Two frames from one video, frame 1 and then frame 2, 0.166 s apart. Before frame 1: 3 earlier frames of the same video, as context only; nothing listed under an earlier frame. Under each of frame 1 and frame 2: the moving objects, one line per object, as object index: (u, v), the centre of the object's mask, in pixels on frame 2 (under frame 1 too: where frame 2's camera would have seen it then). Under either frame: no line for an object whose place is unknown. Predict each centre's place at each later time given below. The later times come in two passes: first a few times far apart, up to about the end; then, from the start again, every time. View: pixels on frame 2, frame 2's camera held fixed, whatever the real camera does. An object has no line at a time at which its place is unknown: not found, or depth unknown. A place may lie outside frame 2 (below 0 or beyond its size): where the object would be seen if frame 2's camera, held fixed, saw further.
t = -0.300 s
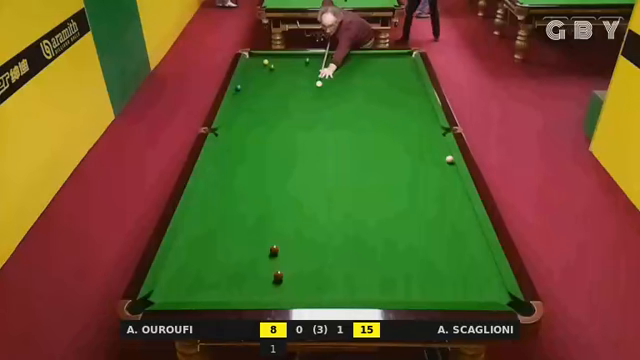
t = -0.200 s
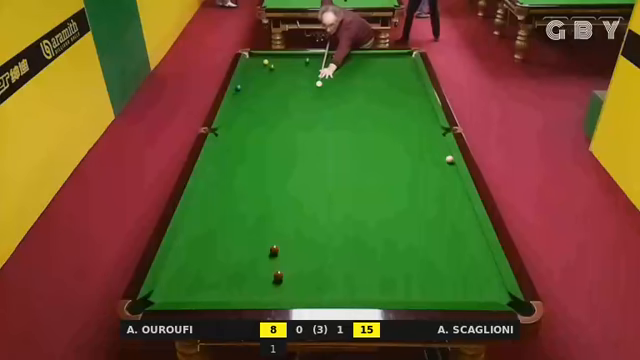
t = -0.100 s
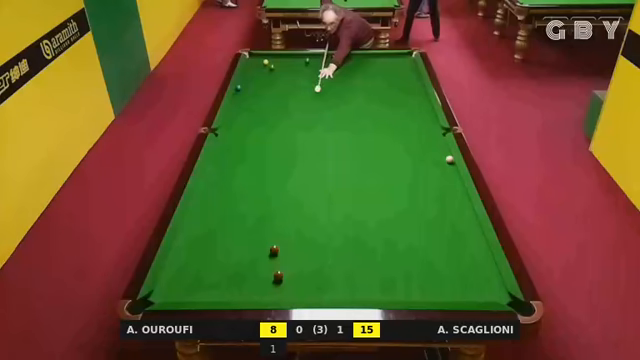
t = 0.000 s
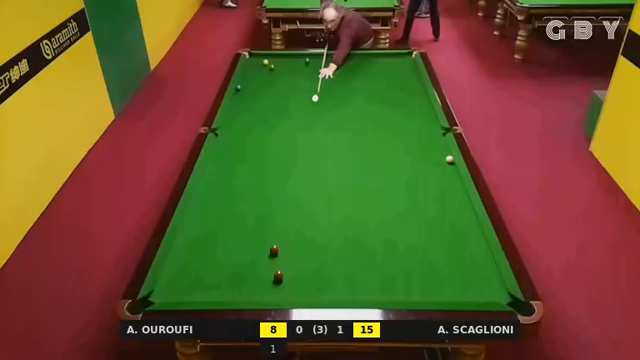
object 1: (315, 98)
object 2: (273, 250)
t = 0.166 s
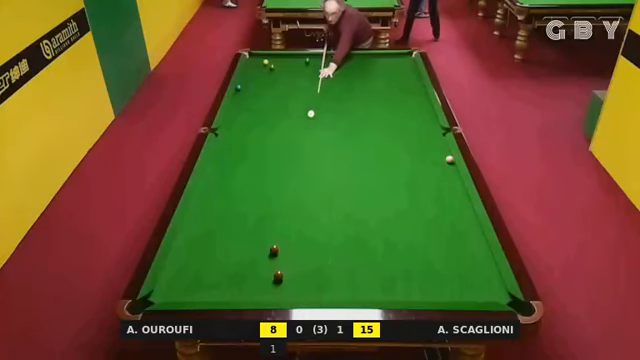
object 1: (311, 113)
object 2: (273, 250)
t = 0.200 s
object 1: (310, 117)
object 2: (273, 250)
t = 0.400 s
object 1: (304, 138)
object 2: (273, 251)
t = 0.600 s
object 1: (298, 162)
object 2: (274, 250)
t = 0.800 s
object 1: (291, 191)
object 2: (274, 250)
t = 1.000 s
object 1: (282, 224)
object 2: (273, 250)
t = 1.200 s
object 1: (282, 246)
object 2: (264, 269)
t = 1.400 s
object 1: (288, 257)
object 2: (247, 295)
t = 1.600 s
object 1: (294, 269)
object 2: (244, 276)
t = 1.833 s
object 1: (301, 283)
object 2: (241, 256)
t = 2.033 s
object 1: (308, 294)
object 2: (239, 241)
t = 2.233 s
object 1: (313, 291)
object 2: (237, 227)
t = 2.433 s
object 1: (318, 283)
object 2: (235, 215)
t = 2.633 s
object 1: (322, 277)
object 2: (233, 204)
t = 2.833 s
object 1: (327, 272)
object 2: (232, 194)
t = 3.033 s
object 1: (330, 267)
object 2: (230, 185)
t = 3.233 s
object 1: (333, 263)
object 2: (229, 177)
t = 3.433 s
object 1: (336, 260)
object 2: (227, 170)
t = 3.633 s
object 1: (339, 258)
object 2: (226, 163)
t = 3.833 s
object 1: (341, 256)
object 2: (226, 157)
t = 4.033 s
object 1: (343, 254)
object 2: (224, 152)
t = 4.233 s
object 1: (344, 254)
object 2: (223, 147)
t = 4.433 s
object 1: (344, 254)
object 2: (223, 142)
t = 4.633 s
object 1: (344, 254)
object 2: (222, 139)
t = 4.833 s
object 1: (344, 254)
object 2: (222, 135)
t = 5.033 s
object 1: (344, 254)
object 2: (221, 132)
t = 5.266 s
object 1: (344, 254)
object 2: (221, 129)
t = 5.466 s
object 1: (344, 254)
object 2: (223, 127)
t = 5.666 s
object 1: (344, 254)
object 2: (225, 126)
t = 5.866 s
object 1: (344, 254)
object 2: (228, 125)
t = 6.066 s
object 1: (344, 254)
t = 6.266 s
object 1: (344, 254)
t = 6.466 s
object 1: (344, 253)
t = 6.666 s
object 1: (344, 253)
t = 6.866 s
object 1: (344, 253)
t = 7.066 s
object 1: (344, 253)
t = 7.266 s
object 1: (344, 253)
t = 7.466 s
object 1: (344, 253)
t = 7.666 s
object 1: (344, 254)
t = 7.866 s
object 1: (344, 254)
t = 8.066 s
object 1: (344, 254)
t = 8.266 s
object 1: (344, 254)
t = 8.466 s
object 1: (344, 254)
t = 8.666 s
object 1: (344, 254)
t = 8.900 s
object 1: (344, 254)
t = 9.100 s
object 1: (344, 254)
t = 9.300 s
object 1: (344, 254)
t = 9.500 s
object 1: (344, 254)
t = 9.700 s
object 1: (345, 254)
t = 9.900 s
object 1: (344, 254)
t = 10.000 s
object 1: (344, 254)
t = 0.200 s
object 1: (310, 117)
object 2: (273, 250)
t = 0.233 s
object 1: (309, 120)
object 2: (273, 250)
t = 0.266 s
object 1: (308, 124)
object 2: (273, 250)
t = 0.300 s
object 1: (307, 127)
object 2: (273, 250)
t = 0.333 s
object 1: (306, 131)
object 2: (273, 250)
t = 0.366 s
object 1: (305, 134)
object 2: (273, 250)
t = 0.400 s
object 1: (304, 138)
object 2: (273, 251)
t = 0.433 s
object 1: (303, 142)
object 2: (274, 250)
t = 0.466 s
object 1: (302, 146)
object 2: (274, 250)
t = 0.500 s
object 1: (301, 150)
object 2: (274, 250)
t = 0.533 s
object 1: (300, 154)
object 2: (274, 250)
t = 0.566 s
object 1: (299, 158)
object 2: (274, 250)
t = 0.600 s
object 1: (298, 162)
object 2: (274, 250)
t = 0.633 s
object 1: (297, 167)
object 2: (273, 250)
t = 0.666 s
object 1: (296, 171)
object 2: (273, 250)
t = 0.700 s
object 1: (295, 176)
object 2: (274, 250)
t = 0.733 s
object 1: (293, 181)
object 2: (274, 250)
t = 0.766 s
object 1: (292, 186)
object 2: (274, 250)
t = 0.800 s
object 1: (291, 191)
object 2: (274, 250)
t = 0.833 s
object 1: (289, 196)
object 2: (273, 250)
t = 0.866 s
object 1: (288, 201)
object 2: (273, 250)
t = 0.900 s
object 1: (287, 207)
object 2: (273, 250)
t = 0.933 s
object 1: (285, 212)
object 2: (273, 250)
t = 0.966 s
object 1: (284, 218)
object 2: (273, 250)
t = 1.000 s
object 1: (282, 224)
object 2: (273, 250)
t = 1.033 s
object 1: (281, 230)
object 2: (273, 250)
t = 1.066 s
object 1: (279, 236)
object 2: (274, 250)
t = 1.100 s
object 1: (278, 242)
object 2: (273, 251)
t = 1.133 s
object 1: (279, 244)
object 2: (270, 256)
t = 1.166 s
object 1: (280, 245)
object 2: (267, 262)
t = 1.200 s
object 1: (282, 246)
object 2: (264, 269)
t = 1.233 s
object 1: (283, 248)
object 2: (261, 275)
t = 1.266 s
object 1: (284, 249)
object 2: (257, 280)
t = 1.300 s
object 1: (285, 251)
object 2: (255, 285)
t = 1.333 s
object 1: (286, 253)
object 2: (252, 290)
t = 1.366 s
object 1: (287, 255)
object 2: (249, 294)
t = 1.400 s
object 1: (288, 257)
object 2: (247, 295)
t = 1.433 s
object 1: (289, 259)
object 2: (247, 293)
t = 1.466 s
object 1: (290, 261)
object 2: (246, 290)
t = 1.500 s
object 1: (291, 263)
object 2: (246, 286)
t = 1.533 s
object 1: (292, 265)
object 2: (245, 283)
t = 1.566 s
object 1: (293, 267)
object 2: (245, 279)
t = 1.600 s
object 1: (294, 269)
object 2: (244, 276)
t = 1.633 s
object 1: (295, 271)
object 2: (244, 273)
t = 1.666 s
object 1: (296, 273)
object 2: (243, 270)
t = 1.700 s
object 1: (297, 275)
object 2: (243, 267)
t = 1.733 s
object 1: (298, 277)
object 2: (242, 264)
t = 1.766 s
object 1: (299, 279)
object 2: (242, 262)
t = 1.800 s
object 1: (300, 281)
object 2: (242, 259)
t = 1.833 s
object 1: (301, 283)
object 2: (241, 256)
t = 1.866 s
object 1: (302, 285)
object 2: (241, 253)
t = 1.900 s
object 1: (304, 287)
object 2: (241, 251)
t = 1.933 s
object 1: (305, 289)
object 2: (240, 248)
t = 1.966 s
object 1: (306, 291)
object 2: (240, 246)
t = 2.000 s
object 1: (307, 293)
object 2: (239, 243)
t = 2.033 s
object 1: (308, 294)
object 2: (239, 241)
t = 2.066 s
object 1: (309, 295)
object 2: (239, 238)
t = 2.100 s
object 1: (310, 294)
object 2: (238, 236)
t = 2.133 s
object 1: (311, 294)
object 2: (238, 234)
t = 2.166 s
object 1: (312, 293)
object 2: (238, 232)
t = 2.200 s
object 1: (313, 292)
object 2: (237, 229)
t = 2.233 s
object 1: (313, 291)
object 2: (237, 227)
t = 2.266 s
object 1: (314, 289)
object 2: (237, 225)
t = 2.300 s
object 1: (315, 288)
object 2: (236, 223)
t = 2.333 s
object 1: (316, 287)
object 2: (236, 221)
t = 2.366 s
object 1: (317, 285)
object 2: (236, 219)
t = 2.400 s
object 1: (317, 284)
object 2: (235, 217)
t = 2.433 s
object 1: (318, 283)
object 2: (235, 215)
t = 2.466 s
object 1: (319, 282)
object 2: (235, 213)
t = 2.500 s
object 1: (320, 281)
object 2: (234, 211)
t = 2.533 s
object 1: (320, 280)
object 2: (234, 209)
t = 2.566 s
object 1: (321, 279)
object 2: (234, 208)
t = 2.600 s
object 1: (322, 278)
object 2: (234, 206)
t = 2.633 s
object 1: (322, 277)
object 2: (233, 204)
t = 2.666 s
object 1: (323, 276)
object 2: (233, 202)
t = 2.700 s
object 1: (324, 275)
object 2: (233, 201)
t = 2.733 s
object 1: (324, 274)
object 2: (232, 199)
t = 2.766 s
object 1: (325, 273)
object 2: (232, 197)
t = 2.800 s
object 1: (326, 273)
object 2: (232, 196)
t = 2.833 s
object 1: (327, 272)
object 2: (232, 194)
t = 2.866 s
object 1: (327, 271)
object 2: (231, 193)
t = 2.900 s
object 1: (328, 270)
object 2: (231, 191)
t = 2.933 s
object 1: (328, 269)
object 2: (231, 190)
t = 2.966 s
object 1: (329, 269)
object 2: (231, 188)
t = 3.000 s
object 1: (329, 268)
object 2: (230, 187)
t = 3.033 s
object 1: (330, 267)
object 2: (230, 185)
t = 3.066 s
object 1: (331, 266)
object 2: (230, 184)
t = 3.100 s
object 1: (331, 266)
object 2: (229, 183)
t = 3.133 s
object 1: (332, 265)
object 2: (229, 182)
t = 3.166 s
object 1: (332, 265)
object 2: (229, 180)
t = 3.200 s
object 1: (333, 264)
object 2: (229, 179)
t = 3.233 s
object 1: (333, 263)
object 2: (229, 177)
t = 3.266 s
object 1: (334, 263)
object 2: (228, 176)
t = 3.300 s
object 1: (334, 262)
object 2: (228, 175)
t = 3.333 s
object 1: (335, 262)
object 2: (228, 174)
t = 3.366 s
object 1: (335, 261)
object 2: (228, 172)
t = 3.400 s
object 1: (336, 261)
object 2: (228, 171)
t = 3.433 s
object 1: (336, 260)
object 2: (227, 170)
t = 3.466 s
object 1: (336, 260)
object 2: (227, 169)
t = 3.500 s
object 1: (337, 259)
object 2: (227, 168)
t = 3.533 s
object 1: (337, 259)
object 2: (227, 167)
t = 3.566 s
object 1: (338, 258)
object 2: (227, 165)
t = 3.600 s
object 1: (338, 258)
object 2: (226, 164)
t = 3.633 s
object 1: (339, 258)
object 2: (226, 163)
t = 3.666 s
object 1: (339, 257)
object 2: (226, 162)
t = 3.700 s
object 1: (339, 257)
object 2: (226, 161)
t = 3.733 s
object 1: (340, 257)
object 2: (226, 160)
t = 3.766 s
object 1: (340, 256)
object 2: (226, 159)
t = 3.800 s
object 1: (341, 256)
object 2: (226, 158)
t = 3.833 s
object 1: (341, 256)
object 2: (226, 157)
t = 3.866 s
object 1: (341, 255)
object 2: (225, 156)
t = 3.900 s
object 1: (342, 255)
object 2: (225, 156)
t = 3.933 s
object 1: (342, 255)
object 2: (225, 155)
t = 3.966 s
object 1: (342, 255)
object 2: (225, 153)
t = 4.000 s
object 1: (342, 255)
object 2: (224, 153)
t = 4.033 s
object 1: (343, 254)
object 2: (224, 152)
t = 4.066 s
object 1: (343, 254)
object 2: (224, 151)
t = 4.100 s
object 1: (343, 254)
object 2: (224, 150)
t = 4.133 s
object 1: (343, 254)
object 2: (224, 149)
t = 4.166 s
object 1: (344, 254)
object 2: (224, 148)
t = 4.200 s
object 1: (344, 254)
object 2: (224, 148)
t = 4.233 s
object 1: (344, 254)
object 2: (223, 147)
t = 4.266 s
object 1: (344, 254)
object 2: (223, 146)
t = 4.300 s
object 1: (344, 254)
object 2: (223, 145)
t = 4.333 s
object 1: (344, 254)
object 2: (223, 145)
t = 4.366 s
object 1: (344, 254)
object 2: (223, 144)
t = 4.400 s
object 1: (344, 254)
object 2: (223, 143)
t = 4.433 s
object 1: (344, 254)
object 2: (223, 142)
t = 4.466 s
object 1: (344, 254)
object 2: (223, 142)
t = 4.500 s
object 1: (344, 254)
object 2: (223, 141)
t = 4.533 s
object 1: (344, 254)
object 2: (222, 141)
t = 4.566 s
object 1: (344, 254)
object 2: (222, 140)
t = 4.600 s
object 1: (344, 254)
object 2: (222, 139)
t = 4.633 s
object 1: (344, 254)
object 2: (222, 139)
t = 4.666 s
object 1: (344, 254)
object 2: (222, 138)
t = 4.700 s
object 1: (344, 254)
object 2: (222, 137)
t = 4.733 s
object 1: (344, 254)
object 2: (222, 137)
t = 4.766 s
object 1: (344, 254)
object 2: (222, 136)
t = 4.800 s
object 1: (344, 254)
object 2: (222, 136)
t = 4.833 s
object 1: (344, 254)
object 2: (222, 135)
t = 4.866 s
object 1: (344, 254)
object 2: (222, 134)
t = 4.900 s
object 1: (344, 254)
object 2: (222, 134)
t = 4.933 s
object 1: (344, 254)
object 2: (222, 133)
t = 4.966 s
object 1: (344, 254)
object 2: (222, 133)
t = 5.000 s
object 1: (344, 254)
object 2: (222, 132)
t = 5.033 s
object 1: (344, 254)
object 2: (221, 132)
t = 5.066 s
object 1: (344, 254)
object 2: (221, 131)
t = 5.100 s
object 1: (344, 254)
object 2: (222, 131)
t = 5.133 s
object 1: (344, 254)
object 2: (221, 131)
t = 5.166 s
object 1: (344, 254)
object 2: (222, 130)
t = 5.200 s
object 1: (344, 254)
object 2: (221, 130)
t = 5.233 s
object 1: (344, 254)
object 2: (221, 129)
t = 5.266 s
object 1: (344, 254)
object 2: (221, 129)
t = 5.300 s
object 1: (344, 254)
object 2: (221, 128)
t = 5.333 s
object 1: (344, 254)
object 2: (221, 128)
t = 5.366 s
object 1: (344, 254)
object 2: (221, 128)
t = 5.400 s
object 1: (344, 254)
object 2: (221, 128)
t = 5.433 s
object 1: (344, 254)
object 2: (222, 127)
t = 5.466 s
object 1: (344, 254)
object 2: (223, 127)
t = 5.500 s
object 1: (344, 254)
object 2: (223, 127)
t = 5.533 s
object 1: (344, 254)
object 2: (223, 127)
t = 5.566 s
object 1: (344, 254)
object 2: (224, 127)
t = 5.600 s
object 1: (344, 254)
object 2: (224, 127)
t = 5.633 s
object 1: (344, 254)
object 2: (225, 126)
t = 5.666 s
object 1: (344, 254)
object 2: (225, 126)
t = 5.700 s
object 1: (344, 254)
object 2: (225, 126)
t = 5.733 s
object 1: (344, 254)
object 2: (226, 126)
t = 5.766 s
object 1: (344, 254)
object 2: (227, 125)
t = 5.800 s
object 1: (344, 254)
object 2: (228, 125)
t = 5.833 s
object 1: (344, 254)
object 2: (228, 125)
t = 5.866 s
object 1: (344, 254)
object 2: (228, 125)
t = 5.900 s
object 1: (344, 254)
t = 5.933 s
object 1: (344, 254)
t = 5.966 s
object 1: (344, 254)
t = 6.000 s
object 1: (344, 254)
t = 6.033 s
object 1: (344, 254)
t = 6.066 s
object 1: (344, 254)
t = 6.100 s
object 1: (344, 254)
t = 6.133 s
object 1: (344, 254)
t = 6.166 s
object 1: (344, 254)
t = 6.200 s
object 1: (344, 254)
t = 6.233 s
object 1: (344, 254)
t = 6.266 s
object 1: (344, 254)
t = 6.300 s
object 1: (344, 254)
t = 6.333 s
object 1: (344, 254)
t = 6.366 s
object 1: (344, 253)
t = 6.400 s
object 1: (344, 253)
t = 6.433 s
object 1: (344, 253)
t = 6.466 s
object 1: (344, 253)
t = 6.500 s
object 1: (344, 253)
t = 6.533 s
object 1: (344, 253)
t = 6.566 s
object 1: (344, 253)
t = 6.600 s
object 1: (344, 253)
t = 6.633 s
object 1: (344, 253)
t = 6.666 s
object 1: (344, 253)
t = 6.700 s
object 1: (344, 253)
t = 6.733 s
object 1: (344, 253)
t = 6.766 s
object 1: (344, 253)
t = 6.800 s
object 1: (344, 253)
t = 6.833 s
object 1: (344, 253)
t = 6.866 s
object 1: (344, 253)
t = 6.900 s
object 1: (344, 253)
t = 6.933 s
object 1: (344, 253)
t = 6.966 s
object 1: (344, 253)
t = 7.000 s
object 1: (344, 253)
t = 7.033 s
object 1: (344, 253)
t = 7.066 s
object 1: (344, 253)
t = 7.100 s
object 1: (344, 253)
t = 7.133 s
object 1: (344, 253)
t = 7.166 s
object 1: (344, 253)
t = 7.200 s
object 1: (344, 253)
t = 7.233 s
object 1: (344, 253)
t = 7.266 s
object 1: (344, 253)
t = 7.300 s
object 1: (344, 253)
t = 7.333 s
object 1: (344, 253)
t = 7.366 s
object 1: (344, 253)
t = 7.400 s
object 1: (344, 253)
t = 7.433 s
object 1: (344, 253)
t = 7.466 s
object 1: (344, 253)
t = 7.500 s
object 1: (344, 253)
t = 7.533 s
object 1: (344, 254)
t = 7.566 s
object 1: (344, 254)
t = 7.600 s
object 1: (344, 254)
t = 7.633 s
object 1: (344, 254)
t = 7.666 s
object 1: (344, 254)
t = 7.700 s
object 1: (344, 254)
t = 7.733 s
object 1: (344, 254)
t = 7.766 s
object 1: (344, 254)
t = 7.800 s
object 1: (344, 254)
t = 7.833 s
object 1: (344, 254)
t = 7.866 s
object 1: (344, 254)
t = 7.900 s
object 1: (344, 254)
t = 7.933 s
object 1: (344, 254)
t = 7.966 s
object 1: (344, 254)
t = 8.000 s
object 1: (344, 254)
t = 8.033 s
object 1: (344, 254)
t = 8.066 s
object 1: (344, 254)
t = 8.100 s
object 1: (344, 254)
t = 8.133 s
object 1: (344, 254)
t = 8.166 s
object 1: (344, 254)
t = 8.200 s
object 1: (344, 254)
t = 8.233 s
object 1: (344, 254)
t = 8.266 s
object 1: (344, 254)
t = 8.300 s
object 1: (344, 254)
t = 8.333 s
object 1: (344, 254)
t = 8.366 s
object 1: (344, 254)
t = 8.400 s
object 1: (344, 254)
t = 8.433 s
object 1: (344, 254)
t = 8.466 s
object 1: (344, 254)
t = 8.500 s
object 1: (344, 254)
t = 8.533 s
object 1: (344, 254)
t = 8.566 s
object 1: (344, 254)
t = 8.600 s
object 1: (344, 254)
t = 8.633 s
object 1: (344, 254)
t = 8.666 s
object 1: (344, 254)
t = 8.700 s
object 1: (344, 254)
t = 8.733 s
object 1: (344, 254)
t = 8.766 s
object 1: (344, 254)
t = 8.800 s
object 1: (344, 254)
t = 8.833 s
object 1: (344, 254)
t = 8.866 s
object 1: (344, 254)
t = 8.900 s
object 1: (344, 254)
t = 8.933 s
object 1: (344, 254)
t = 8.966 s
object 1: (344, 254)
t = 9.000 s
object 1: (344, 254)
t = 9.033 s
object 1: (344, 254)
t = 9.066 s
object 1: (344, 254)
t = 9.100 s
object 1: (344, 254)
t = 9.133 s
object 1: (344, 254)
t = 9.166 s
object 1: (344, 254)
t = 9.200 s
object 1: (344, 254)
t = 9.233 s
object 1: (344, 254)
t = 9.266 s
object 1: (344, 254)
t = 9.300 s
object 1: (344, 254)
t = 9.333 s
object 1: (345, 254)
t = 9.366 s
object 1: (345, 254)
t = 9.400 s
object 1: (344, 254)
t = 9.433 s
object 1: (344, 254)
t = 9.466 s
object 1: (344, 254)
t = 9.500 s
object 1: (344, 254)
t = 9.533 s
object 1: (344, 254)
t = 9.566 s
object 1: (344, 254)
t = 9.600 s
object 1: (344, 254)
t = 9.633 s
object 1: (345, 254)
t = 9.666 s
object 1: (344, 254)
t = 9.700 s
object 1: (345, 254)
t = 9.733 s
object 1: (344, 254)
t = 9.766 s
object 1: (344, 254)
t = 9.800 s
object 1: (344, 254)
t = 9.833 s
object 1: (344, 254)
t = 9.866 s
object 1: (344, 254)
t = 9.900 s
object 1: (344, 254)
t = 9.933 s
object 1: (344, 254)
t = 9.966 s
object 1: (344, 254)
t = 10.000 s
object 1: (344, 254)
